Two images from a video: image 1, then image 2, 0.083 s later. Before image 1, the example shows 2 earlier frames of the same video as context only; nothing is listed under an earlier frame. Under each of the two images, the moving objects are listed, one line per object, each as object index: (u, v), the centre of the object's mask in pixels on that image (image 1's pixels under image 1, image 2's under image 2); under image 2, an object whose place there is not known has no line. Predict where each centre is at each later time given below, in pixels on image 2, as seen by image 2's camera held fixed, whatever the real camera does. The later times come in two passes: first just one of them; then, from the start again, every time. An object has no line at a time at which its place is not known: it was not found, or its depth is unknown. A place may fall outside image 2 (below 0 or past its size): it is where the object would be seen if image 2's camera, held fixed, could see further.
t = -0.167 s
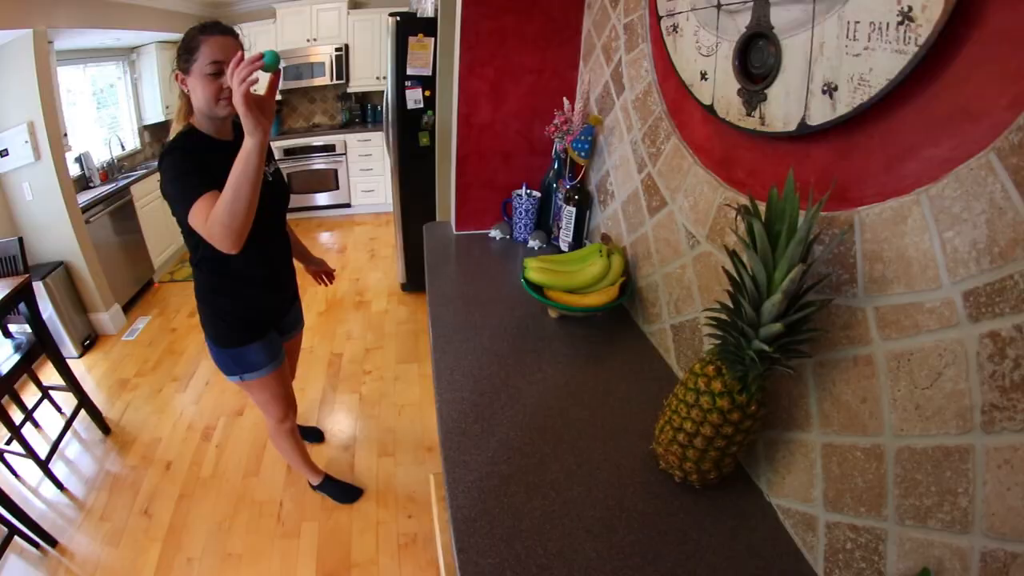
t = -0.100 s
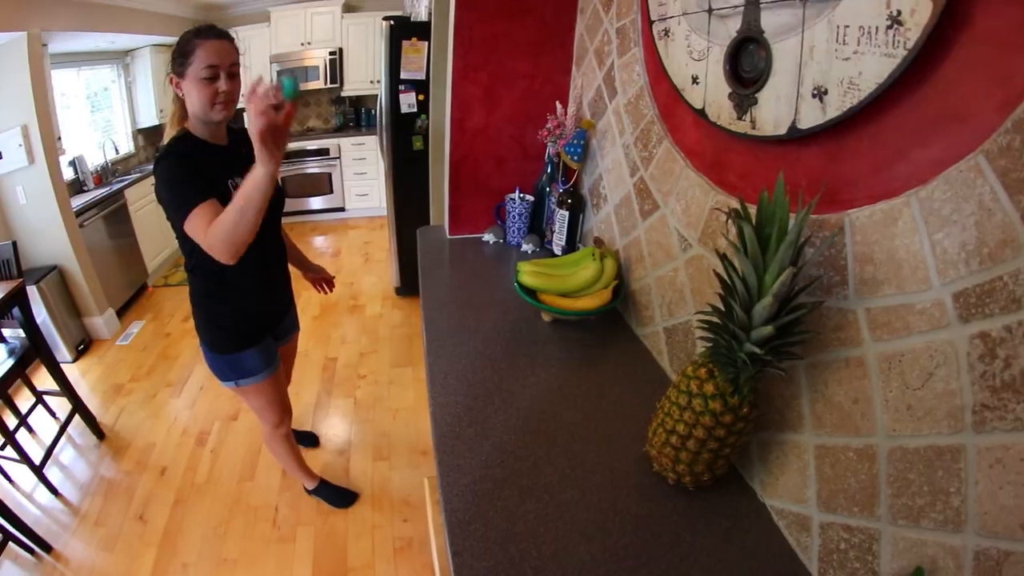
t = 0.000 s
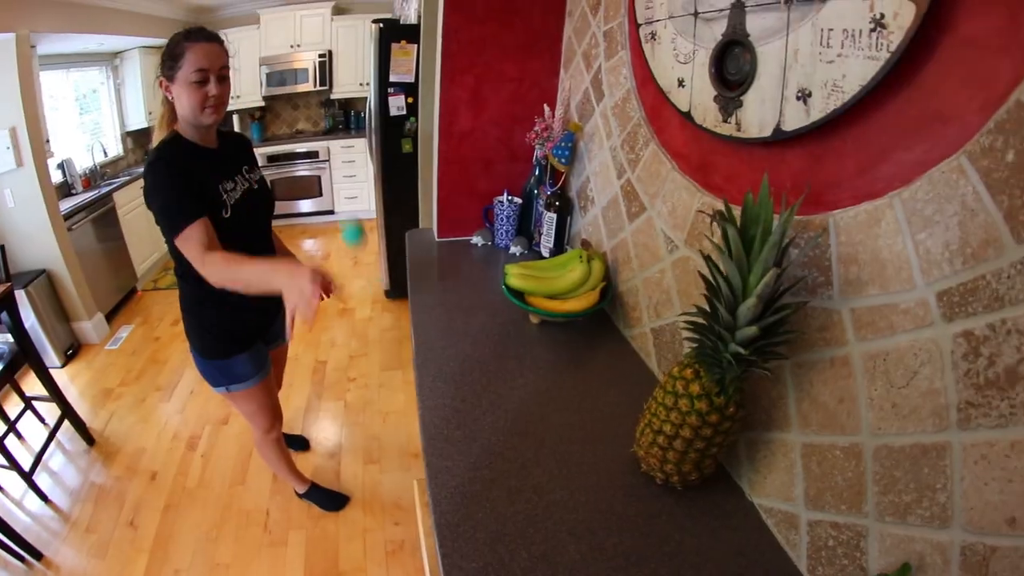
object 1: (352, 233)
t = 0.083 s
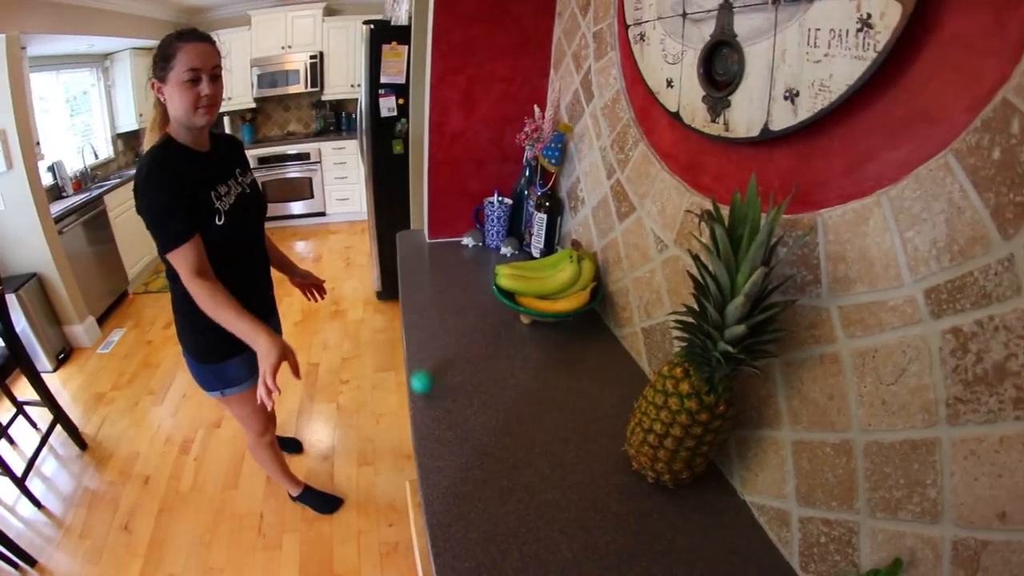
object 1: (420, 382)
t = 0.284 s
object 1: (517, 156)
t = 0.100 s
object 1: (425, 365)
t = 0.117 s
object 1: (430, 345)
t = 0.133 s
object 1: (436, 325)
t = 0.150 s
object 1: (442, 304)
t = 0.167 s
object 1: (449, 283)
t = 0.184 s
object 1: (456, 262)
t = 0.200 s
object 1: (466, 241)
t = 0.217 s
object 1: (474, 221)
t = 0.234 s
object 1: (484, 203)
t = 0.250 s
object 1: (496, 185)
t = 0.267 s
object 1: (506, 170)
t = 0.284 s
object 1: (517, 156)
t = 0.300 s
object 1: (529, 143)
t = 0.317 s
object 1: (543, 133)
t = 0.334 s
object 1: (555, 125)
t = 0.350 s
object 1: (567, 120)
